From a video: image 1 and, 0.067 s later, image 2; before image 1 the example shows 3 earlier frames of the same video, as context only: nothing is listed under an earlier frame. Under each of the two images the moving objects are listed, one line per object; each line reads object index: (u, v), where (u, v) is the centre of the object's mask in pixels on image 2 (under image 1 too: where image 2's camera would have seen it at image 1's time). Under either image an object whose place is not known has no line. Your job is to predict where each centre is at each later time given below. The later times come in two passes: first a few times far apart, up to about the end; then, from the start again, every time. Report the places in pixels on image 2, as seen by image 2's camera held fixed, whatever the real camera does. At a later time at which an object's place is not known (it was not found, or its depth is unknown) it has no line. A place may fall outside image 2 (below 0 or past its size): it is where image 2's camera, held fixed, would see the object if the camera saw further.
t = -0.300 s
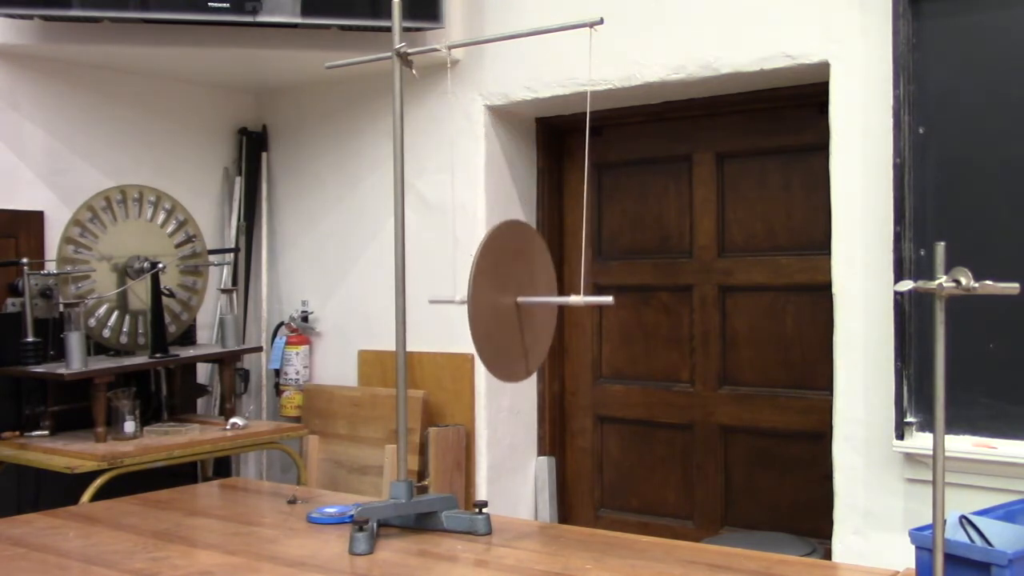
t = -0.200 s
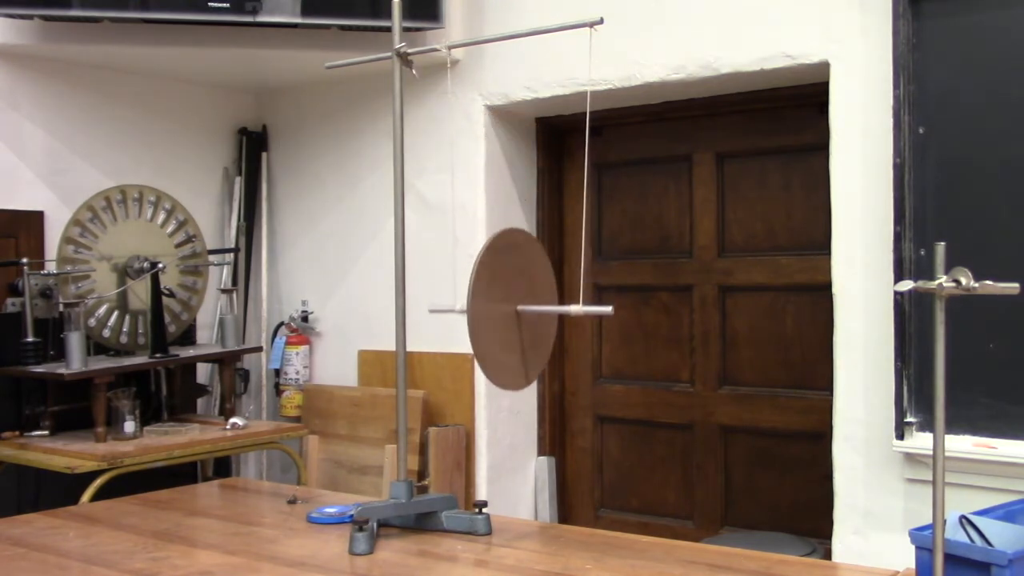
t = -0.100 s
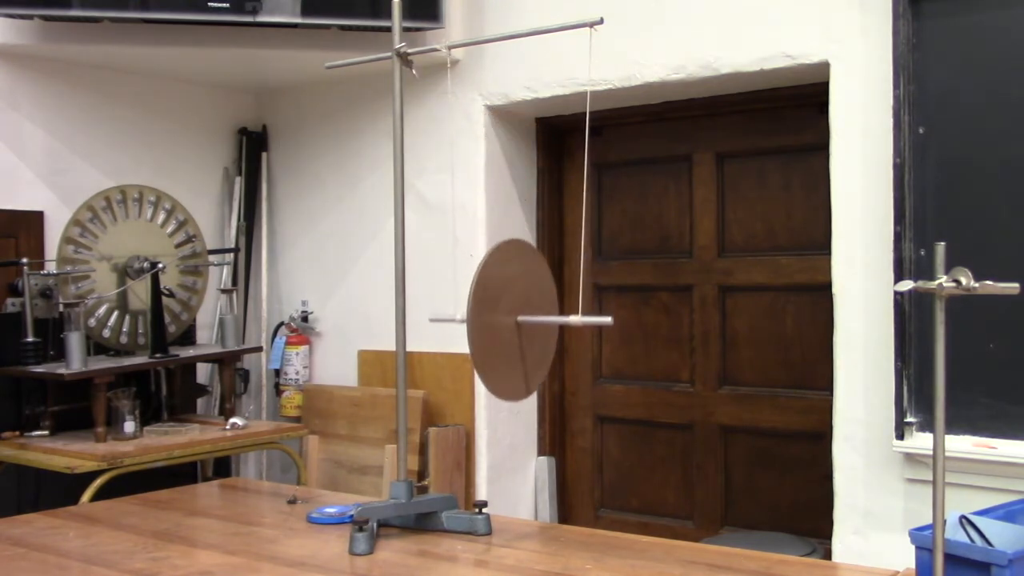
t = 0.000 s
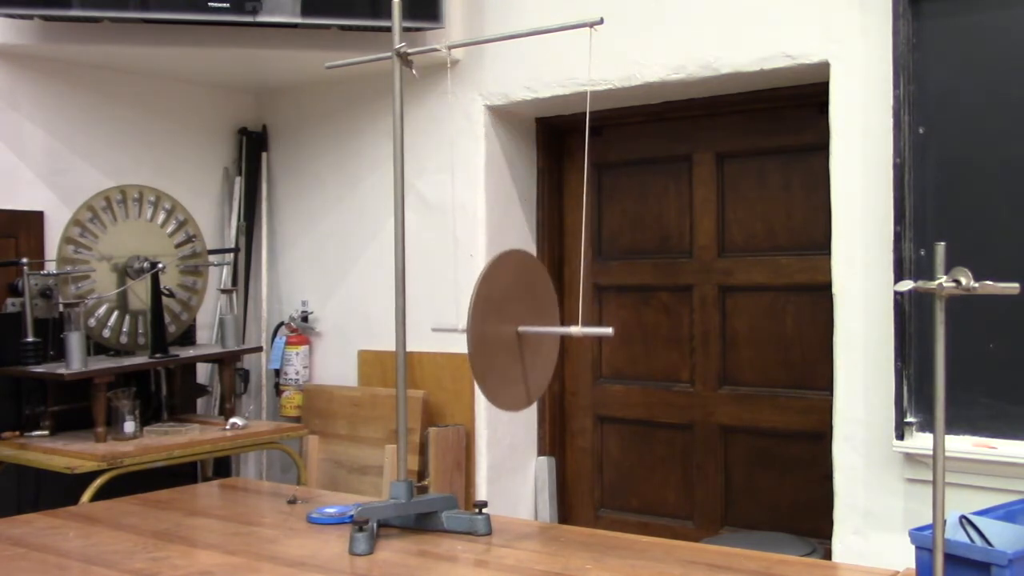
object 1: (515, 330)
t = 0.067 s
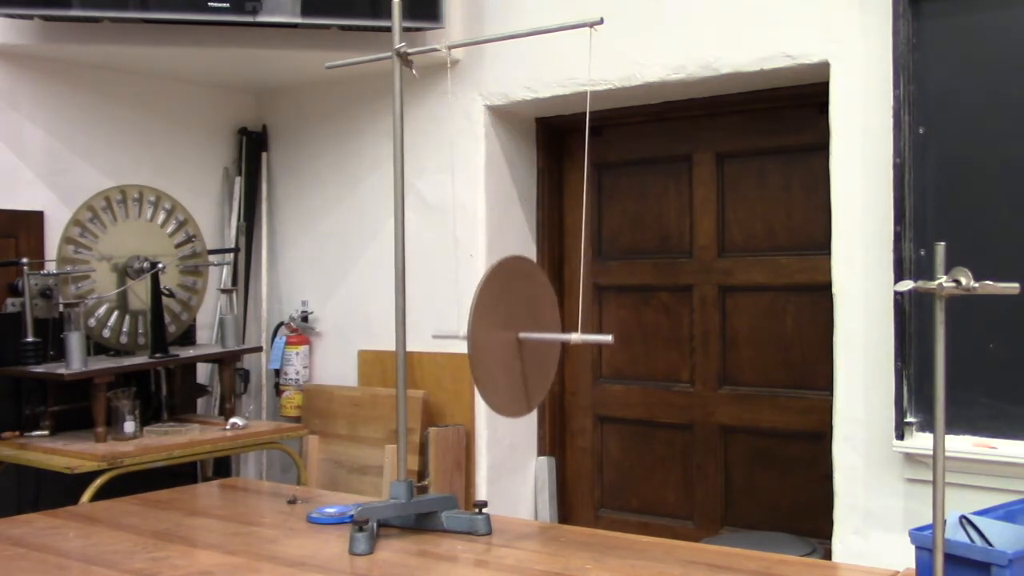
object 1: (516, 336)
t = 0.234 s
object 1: (519, 355)
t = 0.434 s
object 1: (520, 379)
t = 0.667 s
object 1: (520, 407)
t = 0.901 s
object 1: (519, 438)
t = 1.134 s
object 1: (518, 465)
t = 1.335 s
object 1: (516, 437)
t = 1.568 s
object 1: (514, 407)
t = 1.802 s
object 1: (514, 379)
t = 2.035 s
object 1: (515, 352)
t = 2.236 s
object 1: (516, 331)
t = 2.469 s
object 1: (517, 308)
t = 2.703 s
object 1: (517, 288)
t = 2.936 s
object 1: (514, 270)
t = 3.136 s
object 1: (513, 256)
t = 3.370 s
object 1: (514, 242)
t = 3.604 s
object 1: (516, 230)
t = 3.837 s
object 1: (517, 220)
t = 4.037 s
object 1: (515, 212)
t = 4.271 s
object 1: (513, 207)
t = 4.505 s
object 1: (515, 203)
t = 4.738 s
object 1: (517, 202)
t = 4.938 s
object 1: (517, 201)
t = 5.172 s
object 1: (514, 202)
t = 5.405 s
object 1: (513, 205)
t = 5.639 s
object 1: (516, 210)
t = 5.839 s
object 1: (517, 216)
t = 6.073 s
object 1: (515, 225)
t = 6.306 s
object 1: (513, 235)
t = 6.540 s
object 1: (514, 249)
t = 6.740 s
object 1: (516, 261)
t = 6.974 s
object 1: (517, 278)
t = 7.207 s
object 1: (516, 297)
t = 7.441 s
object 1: (513, 317)
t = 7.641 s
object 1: (513, 337)
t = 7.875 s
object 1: (514, 361)
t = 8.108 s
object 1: (516, 387)
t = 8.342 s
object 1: (518, 415)
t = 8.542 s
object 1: (518, 441)
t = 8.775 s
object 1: (516, 464)
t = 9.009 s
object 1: (515, 433)
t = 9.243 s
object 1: (517, 403)
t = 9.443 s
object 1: (521, 379)
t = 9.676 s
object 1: (523, 354)
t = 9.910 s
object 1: (520, 331)
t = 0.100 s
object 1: (516, 340)
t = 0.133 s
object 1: (517, 344)
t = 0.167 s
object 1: (517, 348)
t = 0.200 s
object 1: (519, 352)
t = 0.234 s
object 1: (519, 355)
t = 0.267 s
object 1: (518, 358)
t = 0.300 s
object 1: (518, 362)
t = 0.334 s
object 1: (519, 366)
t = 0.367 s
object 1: (519, 370)
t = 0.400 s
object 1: (520, 375)
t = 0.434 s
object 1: (520, 379)
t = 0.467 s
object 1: (520, 382)
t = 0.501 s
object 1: (520, 385)
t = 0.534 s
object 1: (520, 390)
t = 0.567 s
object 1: (520, 394)
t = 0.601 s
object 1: (521, 399)
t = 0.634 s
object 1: (521, 403)
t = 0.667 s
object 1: (520, 407)
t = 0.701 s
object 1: (520, 411)
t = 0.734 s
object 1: (520, 416)
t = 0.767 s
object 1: (520, 420)
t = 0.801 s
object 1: (520, 425)
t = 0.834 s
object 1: (520, 430)
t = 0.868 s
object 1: (520, 434)
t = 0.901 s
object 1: (519, 438)
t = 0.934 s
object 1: (519, 443)
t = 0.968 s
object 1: (518, 449)
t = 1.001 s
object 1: (518, 454)
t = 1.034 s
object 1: (518, 459)
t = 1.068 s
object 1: (518, 463)
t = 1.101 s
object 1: (518, 466)
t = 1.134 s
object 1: (518, 465)
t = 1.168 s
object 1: (518, 460)
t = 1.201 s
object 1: (517, 455)
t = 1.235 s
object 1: (517, 451)
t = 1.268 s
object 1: (517, 445)
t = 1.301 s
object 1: (516, 440)
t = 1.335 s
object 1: (516, 437)
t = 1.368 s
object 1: (516, 433)
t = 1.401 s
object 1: (515, 428)
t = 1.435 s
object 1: (515, 423)
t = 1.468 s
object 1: (515, 418)
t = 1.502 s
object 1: (514, 415)
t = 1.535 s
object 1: (514, 410)
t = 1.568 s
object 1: (514, 407)
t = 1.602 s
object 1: (514, 403)
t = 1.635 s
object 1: (514, 398)
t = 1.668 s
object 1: (514, 393)
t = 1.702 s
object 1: (514, 389)
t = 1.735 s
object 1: (513, 386)
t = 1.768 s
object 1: (514, 382)
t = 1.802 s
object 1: (514, 379)
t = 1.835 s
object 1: (514, 374)
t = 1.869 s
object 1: (514, 370)
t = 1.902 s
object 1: (514, 366)
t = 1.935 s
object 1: (513, 362)
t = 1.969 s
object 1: (514, 359)
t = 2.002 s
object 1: (515, 355)
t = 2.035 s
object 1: (515, 352)
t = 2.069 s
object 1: (514, 348)
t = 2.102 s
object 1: (514, 344)
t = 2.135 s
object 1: (515, 340)
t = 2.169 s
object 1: (515, 337)
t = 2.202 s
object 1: (515, 334)
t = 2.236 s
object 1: (516, 331)
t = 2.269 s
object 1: (516, 327)
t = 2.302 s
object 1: (516, 324)
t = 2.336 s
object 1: (517, 321)
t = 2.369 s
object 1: (517, 317)
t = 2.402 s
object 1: (517, 314)
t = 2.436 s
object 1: (517, 311)
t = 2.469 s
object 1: (517, 308)
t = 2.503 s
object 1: (518, 305)
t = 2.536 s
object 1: (518, 303)
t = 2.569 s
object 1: (517, 300)
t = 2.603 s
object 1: (518, 297)
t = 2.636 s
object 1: (517, 293)
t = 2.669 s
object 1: (517, 290)
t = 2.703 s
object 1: (517, 288)
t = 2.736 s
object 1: (516, 285)
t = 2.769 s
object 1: (516, 283)
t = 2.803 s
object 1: (515, 280)
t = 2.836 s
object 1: (515, 278)
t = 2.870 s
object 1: (515, 275)
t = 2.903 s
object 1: (515, 273)
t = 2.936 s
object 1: (514, 270)
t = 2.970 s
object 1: (514, 267)
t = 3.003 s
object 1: (514, 264)
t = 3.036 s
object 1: (513, 262)
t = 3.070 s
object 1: (513, 260)
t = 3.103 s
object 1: (513, 258)
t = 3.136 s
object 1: (513, 256)
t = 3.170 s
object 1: (513, 254)
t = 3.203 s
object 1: (513, 252)
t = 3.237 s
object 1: (514, 250)
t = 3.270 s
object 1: (514, 248)
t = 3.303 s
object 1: (514, 246)
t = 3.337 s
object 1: (514, 244)
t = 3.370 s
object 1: (514, 242)
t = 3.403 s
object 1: (515, 240)
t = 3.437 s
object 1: (515, 238)
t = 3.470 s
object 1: (515, 236)
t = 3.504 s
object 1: (515, 235)
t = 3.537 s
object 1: (516, 233)
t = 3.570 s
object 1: (516, 231)
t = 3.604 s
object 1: (516, 230)
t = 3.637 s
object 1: (516, 229)
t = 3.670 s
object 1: (517, 227)
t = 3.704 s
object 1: (517, 226)
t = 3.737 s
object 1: (517, 225)
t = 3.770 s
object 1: (517, 223)
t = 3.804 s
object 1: (517, 222)
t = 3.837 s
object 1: (517, 220)
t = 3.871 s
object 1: (516, 219)
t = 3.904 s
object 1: (516, 218)
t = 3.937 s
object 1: (516, 216)
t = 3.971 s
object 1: (516, 215)
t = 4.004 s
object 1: (515, 214)
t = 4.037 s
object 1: (515, 212)
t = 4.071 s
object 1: (514, 211)
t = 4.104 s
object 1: (514, 210)
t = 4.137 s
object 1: (513, 209)
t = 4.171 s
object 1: (513, 209)
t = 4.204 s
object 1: (513, 208)
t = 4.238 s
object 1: (513, 207)
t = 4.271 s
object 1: (513, 207)
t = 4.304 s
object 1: (513, 206)
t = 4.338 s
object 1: (513, 205)
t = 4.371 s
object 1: (513, 205)
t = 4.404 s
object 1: (514, 204)
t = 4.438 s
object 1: (514, 204)
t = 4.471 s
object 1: (514, 204)
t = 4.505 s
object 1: (515, 203)
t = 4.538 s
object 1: (515, 203)
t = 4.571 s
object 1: (516, 203)
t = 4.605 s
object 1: (516, 202)
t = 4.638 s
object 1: (517, 202)
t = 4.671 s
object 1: (517, 202)
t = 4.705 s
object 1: (517, 202)
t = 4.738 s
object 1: (517, 202)
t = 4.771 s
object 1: (517, 202)
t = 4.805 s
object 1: (518, 201)
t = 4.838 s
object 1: (517, 201)
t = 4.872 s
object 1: (517, 201)
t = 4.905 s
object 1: (517, 201)
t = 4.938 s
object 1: (517, 201)
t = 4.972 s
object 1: (516, 201)
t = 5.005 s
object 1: (516, 201)
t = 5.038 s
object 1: (515, 201)
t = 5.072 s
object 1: (515, 201)
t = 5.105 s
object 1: (515, 201)
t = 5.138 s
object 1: (514, 202)
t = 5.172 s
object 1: (514, 202)
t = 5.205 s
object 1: (513, 202)
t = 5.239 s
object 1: (513, 202)
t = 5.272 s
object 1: (513, 203)
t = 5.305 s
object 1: (513, 203)
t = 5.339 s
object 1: (513, 204)
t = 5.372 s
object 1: (513, 204)
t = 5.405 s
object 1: (513, 205)
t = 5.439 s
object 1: (513, 205)
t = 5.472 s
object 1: (514, 206)
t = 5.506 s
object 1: (514, 207)
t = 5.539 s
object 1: (515, 207)
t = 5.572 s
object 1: (515, 208)
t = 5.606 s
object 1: (516, 209)
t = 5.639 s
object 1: (516, 210)
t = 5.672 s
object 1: (516, 211)
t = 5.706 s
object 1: (517, 211)
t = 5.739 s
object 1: (517, 212)
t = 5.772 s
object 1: (517, 214)
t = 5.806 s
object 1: (517, 215)
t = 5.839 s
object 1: (517, 216)
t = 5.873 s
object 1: (517, 217)
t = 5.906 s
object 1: (517, 219)
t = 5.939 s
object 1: (516, 220)
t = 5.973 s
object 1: (516, 221)
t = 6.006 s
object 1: (516, 223)
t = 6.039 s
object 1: (515, 224)
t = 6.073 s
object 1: (515, 225)
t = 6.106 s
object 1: (515, 226)
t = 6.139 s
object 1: (514, 228)
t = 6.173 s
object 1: (514, 229)
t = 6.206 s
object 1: (513, 230)
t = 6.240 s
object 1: (513, 232)
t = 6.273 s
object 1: (513, 233)
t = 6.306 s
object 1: (513, 235)
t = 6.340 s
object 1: (513, 236)
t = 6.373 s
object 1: (513, 238)
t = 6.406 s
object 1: (513, 240)
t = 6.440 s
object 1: (513, 243)
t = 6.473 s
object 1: (513, 245)
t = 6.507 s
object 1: (514, 247)
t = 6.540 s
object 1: (514, 249)
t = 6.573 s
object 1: (514, 251)
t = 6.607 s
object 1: (514, 253)
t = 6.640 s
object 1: (515, 255)
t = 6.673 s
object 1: (515, 257)
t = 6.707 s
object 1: (516, 259)
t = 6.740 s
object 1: (516, 261)
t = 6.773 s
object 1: (516, 263)
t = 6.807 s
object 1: (517, 265)
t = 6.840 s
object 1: (517, 268)
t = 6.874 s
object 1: (518, 271)
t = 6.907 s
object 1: (518, 273)
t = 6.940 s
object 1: (518, 276)
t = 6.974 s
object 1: (517, 278)
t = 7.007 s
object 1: (518, 280)
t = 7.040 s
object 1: (518, 283)
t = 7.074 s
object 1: (517, 285)
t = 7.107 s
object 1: (517, 288)
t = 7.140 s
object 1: (517, 290)
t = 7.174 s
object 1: (516, 293)
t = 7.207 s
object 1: (516, 297)
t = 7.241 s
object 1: (516, 300)
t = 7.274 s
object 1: (515, 302)
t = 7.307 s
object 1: (515, 305)
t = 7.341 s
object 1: (514, 308)
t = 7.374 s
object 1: (514, 311)
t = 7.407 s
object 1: (514, 314)
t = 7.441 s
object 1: (513, 317)
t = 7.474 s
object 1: (513, 320)
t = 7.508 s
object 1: (513, 324)
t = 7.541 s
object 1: (513, 327)
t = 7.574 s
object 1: (513, 330)
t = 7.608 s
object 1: (513, 333)
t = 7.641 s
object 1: (513, 337)
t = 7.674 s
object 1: (513, 340)
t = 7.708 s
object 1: (513, 343)
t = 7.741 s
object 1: (513, 347)
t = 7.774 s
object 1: (514, 351)
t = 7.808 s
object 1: (516, 354)
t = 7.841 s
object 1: (515, 358)
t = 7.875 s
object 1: (514, 361)
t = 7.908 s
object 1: (515, 364)
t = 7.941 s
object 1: (515, 368)
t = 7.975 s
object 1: (516, 372)
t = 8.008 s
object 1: (516, 376)
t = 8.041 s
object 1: (516, 380)
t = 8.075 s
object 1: (516, 383)
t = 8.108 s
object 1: (516, 387)
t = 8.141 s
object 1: (517, 390)
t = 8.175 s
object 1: (517, 394)
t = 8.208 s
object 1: (517, 399)
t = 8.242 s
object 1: (518, 403)
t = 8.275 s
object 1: (518, 407)
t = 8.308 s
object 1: (518, 411)
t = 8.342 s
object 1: (518, 415)
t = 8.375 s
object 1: (519, 418)
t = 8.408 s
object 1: (519, 423)
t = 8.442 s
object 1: (519, 429)
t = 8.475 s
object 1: (519, 433)
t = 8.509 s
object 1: (519, 437)
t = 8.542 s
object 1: (518, 441)
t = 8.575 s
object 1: (518, 446)
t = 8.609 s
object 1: (518, 451)
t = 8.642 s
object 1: (518, 456)
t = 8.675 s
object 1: (518, 461)
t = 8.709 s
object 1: (517, 465)
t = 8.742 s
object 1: (517, 466)
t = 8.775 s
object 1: (516, 464)
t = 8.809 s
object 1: (516, 460)
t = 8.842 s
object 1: (515, 455)
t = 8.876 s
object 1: (515, 451)
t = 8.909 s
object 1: (515, 445)
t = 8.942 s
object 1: (515, 440)
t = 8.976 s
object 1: (515, 437)
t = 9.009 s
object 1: (515, 433)
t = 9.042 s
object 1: (515, 428)
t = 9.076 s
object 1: (515, 424)
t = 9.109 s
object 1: (515, 419)
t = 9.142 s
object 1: (516, 415)
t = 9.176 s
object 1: (516, 411)
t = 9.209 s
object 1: (517, 407)
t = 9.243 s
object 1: (517, 403)
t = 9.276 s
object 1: (518, 399)
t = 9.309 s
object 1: (518, 395)
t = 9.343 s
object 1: (519, 390)
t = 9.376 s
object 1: (520, 386)
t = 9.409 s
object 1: (520, 383)
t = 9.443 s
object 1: (521, 379)
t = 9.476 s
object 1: (521, 376)
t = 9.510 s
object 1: (521, 372)
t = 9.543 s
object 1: (522, 368)
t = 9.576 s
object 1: (522, 364)
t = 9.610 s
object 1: (522, 360)
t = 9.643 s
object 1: (523, 357)
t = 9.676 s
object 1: (523, 354)
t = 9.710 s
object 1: (523, 351)
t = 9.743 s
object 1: (522, 347)
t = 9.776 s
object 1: (522, 344)
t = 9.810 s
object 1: (521, 341)
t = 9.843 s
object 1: (521, 337)
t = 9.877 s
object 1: (520, 334)
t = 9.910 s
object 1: (520, 331)
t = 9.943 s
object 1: (519, 329)
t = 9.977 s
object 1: (518, 326)
